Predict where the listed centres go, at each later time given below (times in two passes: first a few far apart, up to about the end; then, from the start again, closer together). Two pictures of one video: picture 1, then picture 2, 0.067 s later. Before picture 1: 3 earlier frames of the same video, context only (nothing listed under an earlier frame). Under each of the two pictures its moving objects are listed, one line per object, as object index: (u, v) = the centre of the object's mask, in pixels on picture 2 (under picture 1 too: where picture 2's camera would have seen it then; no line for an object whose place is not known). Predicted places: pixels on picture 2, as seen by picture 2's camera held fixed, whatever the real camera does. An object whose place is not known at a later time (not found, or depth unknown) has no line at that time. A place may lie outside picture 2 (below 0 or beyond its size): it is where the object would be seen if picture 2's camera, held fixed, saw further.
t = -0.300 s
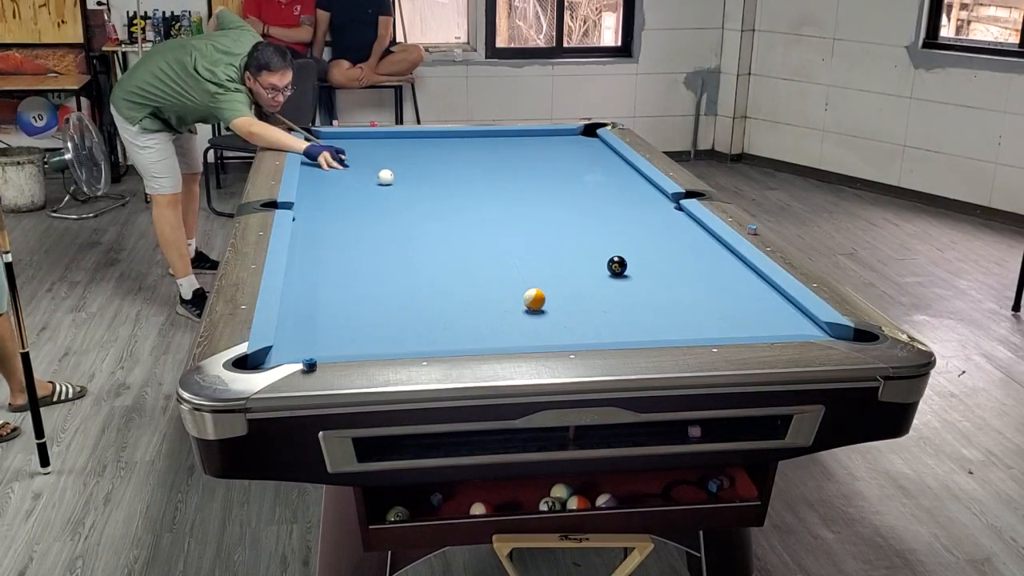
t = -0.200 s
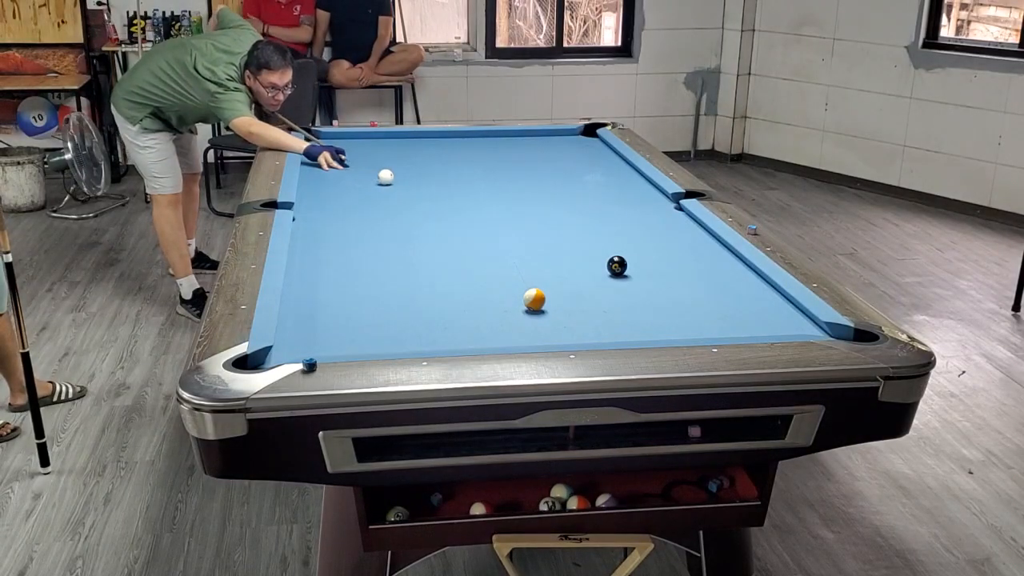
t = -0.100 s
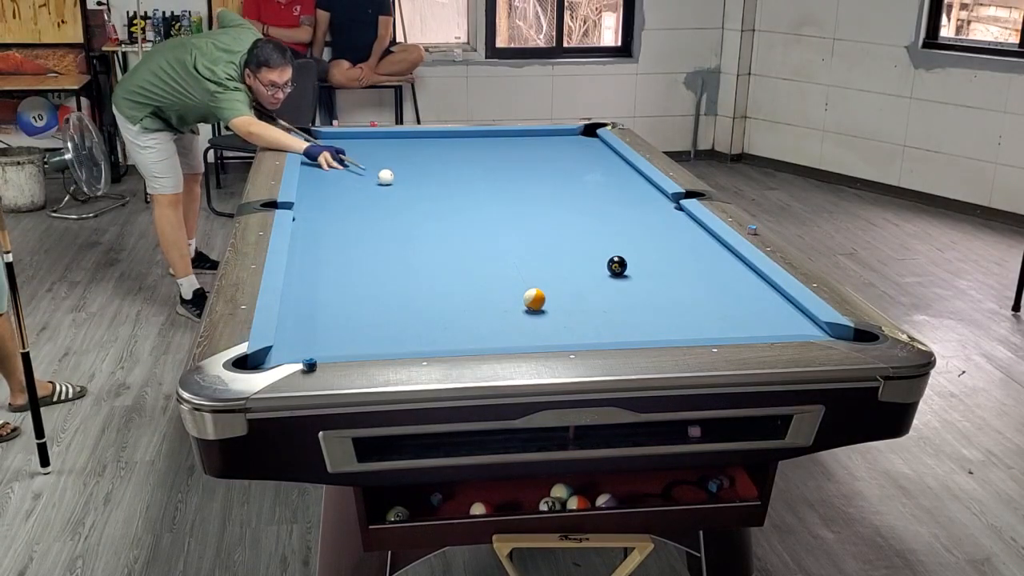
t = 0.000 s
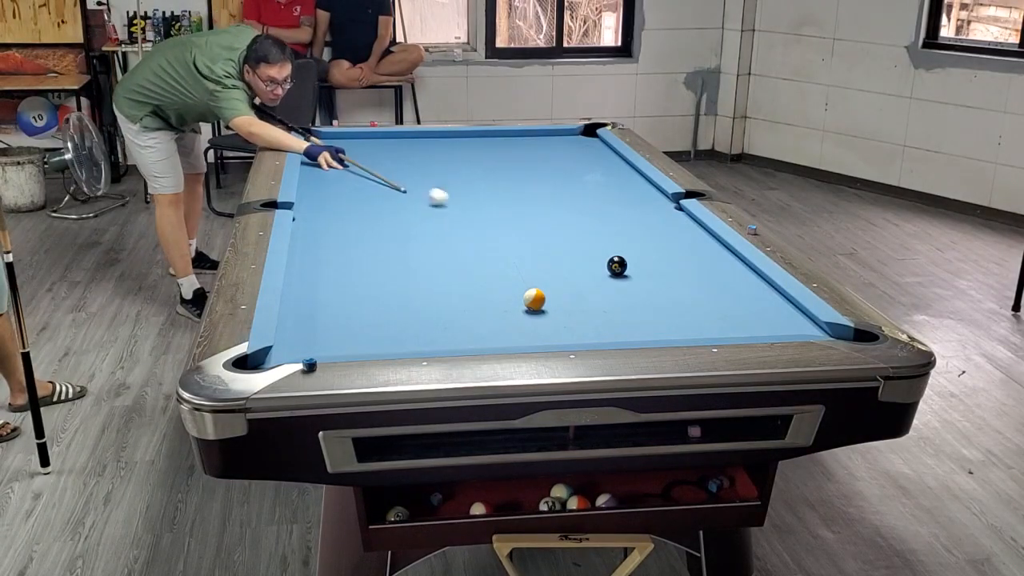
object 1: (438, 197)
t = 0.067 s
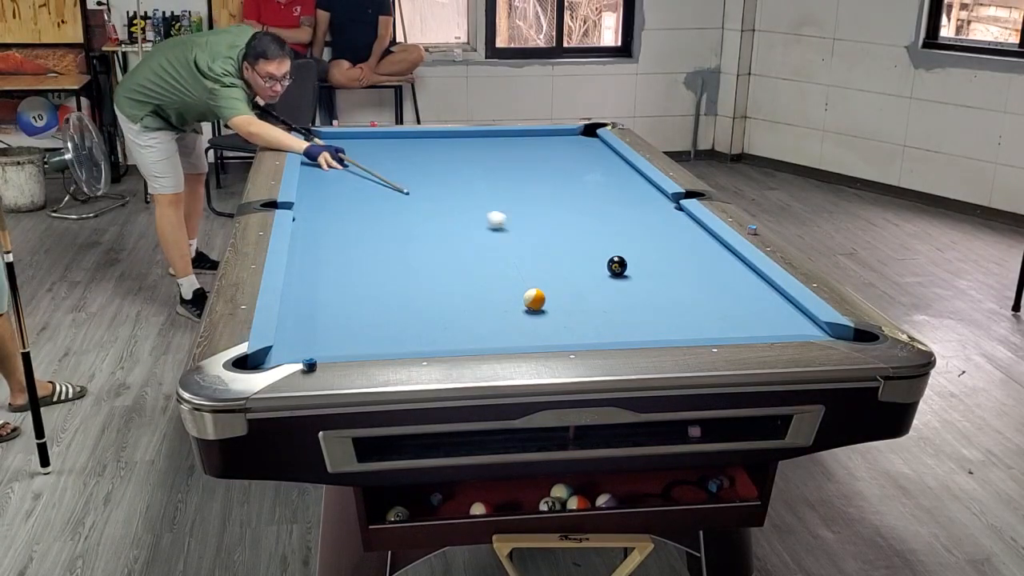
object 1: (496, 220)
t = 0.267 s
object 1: (592, 265)
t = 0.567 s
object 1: (565, 271)
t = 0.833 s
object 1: (540, 276)
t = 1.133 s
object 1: (514, 281)
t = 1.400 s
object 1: (492, 286)
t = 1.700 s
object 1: (468, 291)
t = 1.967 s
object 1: (448, 294)
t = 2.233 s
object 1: (429, 298)
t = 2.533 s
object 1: (410, 302)
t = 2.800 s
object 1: (394, 306)
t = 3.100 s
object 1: (377, 309)
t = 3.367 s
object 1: (364, 311)
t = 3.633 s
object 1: (353, 314)
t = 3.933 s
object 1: (343, 316)
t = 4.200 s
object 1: (335, 317)
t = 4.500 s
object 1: (329, 318)
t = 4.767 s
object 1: (325, 318)
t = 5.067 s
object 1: (322, 318)
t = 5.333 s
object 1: (321, 318)
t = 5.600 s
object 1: (321, 318)
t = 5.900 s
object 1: (320, 318)
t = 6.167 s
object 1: (320, 318)
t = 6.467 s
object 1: (320, 318)
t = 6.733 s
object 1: (320, 318)
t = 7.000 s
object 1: (320, 318)
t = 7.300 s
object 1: (320, 318)
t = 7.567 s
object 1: (320, 318)
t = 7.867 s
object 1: (320, 318)
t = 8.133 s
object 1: (320, 318)
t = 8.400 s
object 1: (320, 318)
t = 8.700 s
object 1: (320, 318)
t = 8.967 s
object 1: (320, 318)
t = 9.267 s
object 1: (320, 318)
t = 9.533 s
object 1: (320, 318)
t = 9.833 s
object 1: (320, 318)
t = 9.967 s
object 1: (320, 318)
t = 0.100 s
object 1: (529, 233)
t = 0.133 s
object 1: (563, 246)
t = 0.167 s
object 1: (598, 260)
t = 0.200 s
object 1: (598, 263)
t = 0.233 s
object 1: (595, 264)
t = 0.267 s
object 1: (592, 265)
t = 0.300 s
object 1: (589, 266)
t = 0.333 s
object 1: (586, 267)
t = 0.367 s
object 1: (583, 267)
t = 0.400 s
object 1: (580, 268)
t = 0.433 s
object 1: (577, 268)
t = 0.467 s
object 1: (574, 269)
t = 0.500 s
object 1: (570, 270)
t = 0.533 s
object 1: (568, 270)
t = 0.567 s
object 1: (565, 271)
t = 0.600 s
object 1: (562, 271)
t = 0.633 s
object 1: (558, 272)
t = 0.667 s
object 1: (555, 273)
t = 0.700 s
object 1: (552, 273)
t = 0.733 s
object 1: (549, 274)
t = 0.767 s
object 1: (546, 275)
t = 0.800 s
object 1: (543, 275)
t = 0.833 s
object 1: (540, 276)
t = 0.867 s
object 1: (537, 276)
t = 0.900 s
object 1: (535, 277)
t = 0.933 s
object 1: (532, 277)
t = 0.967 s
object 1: (529, 278)
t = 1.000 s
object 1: (526, 278)
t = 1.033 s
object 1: (523, 279)
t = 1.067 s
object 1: (520, 280)
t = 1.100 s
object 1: (517, 281)
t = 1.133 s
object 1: (514, 281)
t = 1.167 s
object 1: (512, 282)
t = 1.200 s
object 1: (509, 283)
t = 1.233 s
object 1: (506, 283)
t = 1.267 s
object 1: (503, 283)
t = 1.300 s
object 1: (500, 284)
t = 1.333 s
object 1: (498, 285)
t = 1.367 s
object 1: (495, 285)
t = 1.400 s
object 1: (492, 286)
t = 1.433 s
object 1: (489, 286)
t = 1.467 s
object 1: (487, 287)
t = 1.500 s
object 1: (484, 288)
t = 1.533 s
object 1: (481, 288)
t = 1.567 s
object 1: (479, 289)
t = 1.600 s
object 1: (476, 289)
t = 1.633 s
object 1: (473, 290)
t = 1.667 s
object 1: (471, 290)
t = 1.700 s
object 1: (468, 291)
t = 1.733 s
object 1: (466, 291)
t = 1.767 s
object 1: (463, 292)
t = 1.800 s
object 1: (461, 292)
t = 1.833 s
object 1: (458, 293)
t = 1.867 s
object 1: (456, 293)
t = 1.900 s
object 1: (453, 294)
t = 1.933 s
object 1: (451, 294)
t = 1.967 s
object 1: (448, 294)
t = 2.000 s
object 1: (446, 295)
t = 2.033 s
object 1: (443, 296)
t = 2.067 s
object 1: (441, 296)
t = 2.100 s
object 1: (439, 296)
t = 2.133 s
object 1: (436, 297)
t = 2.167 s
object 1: (434, 297)
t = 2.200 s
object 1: (432, 298)
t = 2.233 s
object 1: (429, 298)
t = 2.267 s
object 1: (427, 299)
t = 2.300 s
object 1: (425, 299)
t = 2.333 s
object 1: (422, 300)
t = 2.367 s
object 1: (420, 300)
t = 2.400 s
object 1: (418, 301)
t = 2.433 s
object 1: (416, 301)
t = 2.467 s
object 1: (414, 302)
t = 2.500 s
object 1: (412, 302)
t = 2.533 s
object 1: (410, 302)
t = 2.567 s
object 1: (408, 303)
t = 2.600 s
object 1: (406, 303)
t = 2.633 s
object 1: (404, 303)
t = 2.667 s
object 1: (402, 304)
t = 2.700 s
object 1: (400, 305)
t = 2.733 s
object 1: (398, 305)
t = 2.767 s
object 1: (396, 305)
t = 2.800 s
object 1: (394, 306)
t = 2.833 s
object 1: (392, 306)
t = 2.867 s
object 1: (390, 306)
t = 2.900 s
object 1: (388, 307)
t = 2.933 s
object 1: (386, 307)
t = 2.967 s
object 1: (385, 307)
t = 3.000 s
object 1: (383, 308)
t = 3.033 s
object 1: (381, 308)
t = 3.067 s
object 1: (379, 308)
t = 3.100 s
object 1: (377, 309)
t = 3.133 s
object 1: (376, 309)
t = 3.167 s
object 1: (374, 309)
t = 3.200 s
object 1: (372, 310)
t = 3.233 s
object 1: (371, 310)
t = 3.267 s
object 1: (369, 310)
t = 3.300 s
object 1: (367, 311)
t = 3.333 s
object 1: (366, 311)
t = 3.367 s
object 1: (364, 311)
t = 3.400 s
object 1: (363, 312)
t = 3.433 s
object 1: (362, 312)
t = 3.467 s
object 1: (360, 312)
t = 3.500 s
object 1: (359, 312)
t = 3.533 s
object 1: (357, 313)
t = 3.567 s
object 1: (356, 313)
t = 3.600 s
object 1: (355, 313)
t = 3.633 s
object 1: (353, 314)
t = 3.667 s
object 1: (352, 314)
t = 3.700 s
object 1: (351, 314)
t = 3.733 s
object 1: (349, 314)
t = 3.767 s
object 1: (348, 315)
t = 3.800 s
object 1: (347, 315)
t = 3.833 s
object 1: (346, 315)
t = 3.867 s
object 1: (345, 315)
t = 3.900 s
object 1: (344, 315)
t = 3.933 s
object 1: (343, 316)
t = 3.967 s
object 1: (342, 316)
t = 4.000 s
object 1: (341, 316)
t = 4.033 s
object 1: (340, 316)
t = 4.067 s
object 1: (339, 316)
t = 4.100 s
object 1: (338, 316)
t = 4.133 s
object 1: (337, 317)
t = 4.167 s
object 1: (336, 317)
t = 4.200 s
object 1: (335, 317)
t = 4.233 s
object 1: (334, 317)
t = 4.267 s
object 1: (333, 317)
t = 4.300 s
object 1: (332, 317)
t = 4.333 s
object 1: (332, 317)
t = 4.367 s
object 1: (331, 317)
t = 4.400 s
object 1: (330, 317)
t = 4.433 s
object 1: (330, 317)
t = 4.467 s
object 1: (329, 317)
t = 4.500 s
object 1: (329, 318)
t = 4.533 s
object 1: (328, 318)
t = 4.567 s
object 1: (327, 318)
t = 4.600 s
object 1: (327, 318)
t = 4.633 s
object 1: (326, 318)
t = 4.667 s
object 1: (326, 318)
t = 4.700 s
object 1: (326, 318)
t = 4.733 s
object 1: (325, 318)
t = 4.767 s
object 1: (325, 318)
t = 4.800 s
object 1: (324, 318)
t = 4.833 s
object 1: (324, 318)
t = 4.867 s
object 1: (324, 318)
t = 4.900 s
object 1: (323, 318)
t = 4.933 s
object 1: (323, 318)
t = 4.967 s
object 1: (323, 318)
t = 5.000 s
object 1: (323, 318)
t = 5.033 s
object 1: (323, 318)
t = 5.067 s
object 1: (322, 318)
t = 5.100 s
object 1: (322, 318)
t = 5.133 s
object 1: (322, 318)
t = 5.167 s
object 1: (322, 318)
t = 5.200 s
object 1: (322, 318)
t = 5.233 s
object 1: (322, 318)
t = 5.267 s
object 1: (321, 318)
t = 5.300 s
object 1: (321, 318)
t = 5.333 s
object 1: (321, 318)
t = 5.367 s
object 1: (321, 318)
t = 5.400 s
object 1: (321, 318)
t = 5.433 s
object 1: (321, 318)
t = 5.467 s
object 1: (321, 318)
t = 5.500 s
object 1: (321, 318)
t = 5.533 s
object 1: (321, 318)
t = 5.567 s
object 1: (321, 318)
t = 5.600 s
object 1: (321, 318)
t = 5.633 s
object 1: (321, 318)
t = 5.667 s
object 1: (321, 318)
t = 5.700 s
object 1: (320, 318)
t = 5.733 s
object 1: (321, 318)
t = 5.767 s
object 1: (320, 318)
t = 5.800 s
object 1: (320, 318)
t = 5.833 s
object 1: (320, 318)
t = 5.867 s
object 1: (320, 318)
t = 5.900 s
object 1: (320, 318)
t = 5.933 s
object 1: (320, 318)
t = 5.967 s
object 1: (320, 318)
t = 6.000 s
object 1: (320, 318)
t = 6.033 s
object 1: (320, 318)
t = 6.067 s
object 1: (320, 318)
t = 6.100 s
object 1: (320, 318)
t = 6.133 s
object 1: (320, 318)
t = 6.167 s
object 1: (320, 318)
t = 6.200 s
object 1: (320, 318)
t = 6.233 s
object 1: (320, 318)
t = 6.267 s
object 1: (320, 318)
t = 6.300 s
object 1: (320, 318)
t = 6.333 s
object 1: (320, 318)
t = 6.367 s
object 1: (320, 318)
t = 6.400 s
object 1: (320, 318)
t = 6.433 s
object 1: (320, 318)
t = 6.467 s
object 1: (320, 318)
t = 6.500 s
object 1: (320, 318)
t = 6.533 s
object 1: (320, 318)
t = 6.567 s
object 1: (320, 318)
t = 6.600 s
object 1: (320, 318)
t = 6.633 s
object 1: (320, 318)
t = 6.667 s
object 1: (320, 318)
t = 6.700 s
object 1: (320, 318)
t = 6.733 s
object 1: (320, 318)
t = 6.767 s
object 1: (320, 318)
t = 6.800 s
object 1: (320, 318)
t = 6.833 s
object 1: (320, 318)
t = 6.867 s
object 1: (320, 318)
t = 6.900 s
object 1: (320, 318)
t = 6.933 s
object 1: (320, 318)
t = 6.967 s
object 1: (320, 318)
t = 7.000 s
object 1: (320, 318)
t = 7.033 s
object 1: (320, 318)
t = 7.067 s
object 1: (320, 318)
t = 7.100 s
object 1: (320, 318)
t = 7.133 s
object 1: (320, 318)
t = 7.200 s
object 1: (320, 318)
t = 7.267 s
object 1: (320, 318)
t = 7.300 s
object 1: (320, 318)
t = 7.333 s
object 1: (320, 318)
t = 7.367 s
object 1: (320, 318)
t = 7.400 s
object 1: (320, 318)
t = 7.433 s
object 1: (320, 318)
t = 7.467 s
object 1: (320, 318)
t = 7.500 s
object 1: (320, 318)
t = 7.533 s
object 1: (320, 318)
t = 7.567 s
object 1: (320, 318)
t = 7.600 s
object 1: (320, 318)
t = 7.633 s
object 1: (320, 318)
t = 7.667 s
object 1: (320, 318)
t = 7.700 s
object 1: (320, 318)
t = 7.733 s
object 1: (320, 318)
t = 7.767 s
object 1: (320, 318)
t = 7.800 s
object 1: (320, 318)
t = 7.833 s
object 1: (320, 318)
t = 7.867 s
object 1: (320, 318)
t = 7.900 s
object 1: (320, 318)
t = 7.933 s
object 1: (320, 318)
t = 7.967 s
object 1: (320, 318)
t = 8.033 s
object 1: (320, 318)
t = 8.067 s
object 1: (320, 318)
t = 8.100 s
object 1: (320, 318)
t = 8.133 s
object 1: (320, 318)
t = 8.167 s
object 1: (320, 318)
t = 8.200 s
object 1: (320, 318)
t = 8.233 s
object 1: (320, 318)
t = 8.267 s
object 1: (320, 318)
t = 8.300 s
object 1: (320, 318)
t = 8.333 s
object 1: (320, 318)
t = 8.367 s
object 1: (320, 318)
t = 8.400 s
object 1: (320, 318)
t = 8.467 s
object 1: (320, 318)
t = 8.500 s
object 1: (320, 318)
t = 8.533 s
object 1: (320, 318)
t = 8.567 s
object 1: (320, 318)
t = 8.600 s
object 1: (320, 318)
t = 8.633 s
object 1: (320, 318)
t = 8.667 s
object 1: (320, 318)
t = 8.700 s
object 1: (320, 318)
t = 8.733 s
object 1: (320, 318)
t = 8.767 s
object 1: (320, 318)
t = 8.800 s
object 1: (320, 318)
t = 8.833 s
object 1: (320, 318)
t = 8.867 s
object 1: (320, 318)
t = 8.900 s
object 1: (320, 318)
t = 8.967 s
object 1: (320, 318)
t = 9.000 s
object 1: (320, 318)
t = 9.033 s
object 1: (320, 318)
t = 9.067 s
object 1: (320, 318)
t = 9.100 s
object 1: (320, 318)
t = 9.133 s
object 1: (320, 318)
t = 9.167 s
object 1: (320, 318)
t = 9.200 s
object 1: (320, 318)
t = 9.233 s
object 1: (320, 318)
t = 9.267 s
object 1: (320, 318)
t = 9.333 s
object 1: (320, 318)
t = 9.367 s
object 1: (320, 318)
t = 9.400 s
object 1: (320, 318)
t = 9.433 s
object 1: (320, 318)
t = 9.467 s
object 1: (320, 318)
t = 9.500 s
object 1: (320, 318)
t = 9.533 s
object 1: (320, 318)
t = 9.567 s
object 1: (320, 318)
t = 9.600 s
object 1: (320, 318)
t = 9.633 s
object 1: (320, 318)
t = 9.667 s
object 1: (320, 318)
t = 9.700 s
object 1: (320, 318)
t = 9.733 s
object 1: (320, 318)
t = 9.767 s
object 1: (320, 318)
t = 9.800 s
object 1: (320, 318)
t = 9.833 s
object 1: (320, 318)
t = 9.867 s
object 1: (320, 318)
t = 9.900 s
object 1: (320, 318)
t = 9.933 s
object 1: (320, 318)
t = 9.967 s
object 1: (320, 318)
